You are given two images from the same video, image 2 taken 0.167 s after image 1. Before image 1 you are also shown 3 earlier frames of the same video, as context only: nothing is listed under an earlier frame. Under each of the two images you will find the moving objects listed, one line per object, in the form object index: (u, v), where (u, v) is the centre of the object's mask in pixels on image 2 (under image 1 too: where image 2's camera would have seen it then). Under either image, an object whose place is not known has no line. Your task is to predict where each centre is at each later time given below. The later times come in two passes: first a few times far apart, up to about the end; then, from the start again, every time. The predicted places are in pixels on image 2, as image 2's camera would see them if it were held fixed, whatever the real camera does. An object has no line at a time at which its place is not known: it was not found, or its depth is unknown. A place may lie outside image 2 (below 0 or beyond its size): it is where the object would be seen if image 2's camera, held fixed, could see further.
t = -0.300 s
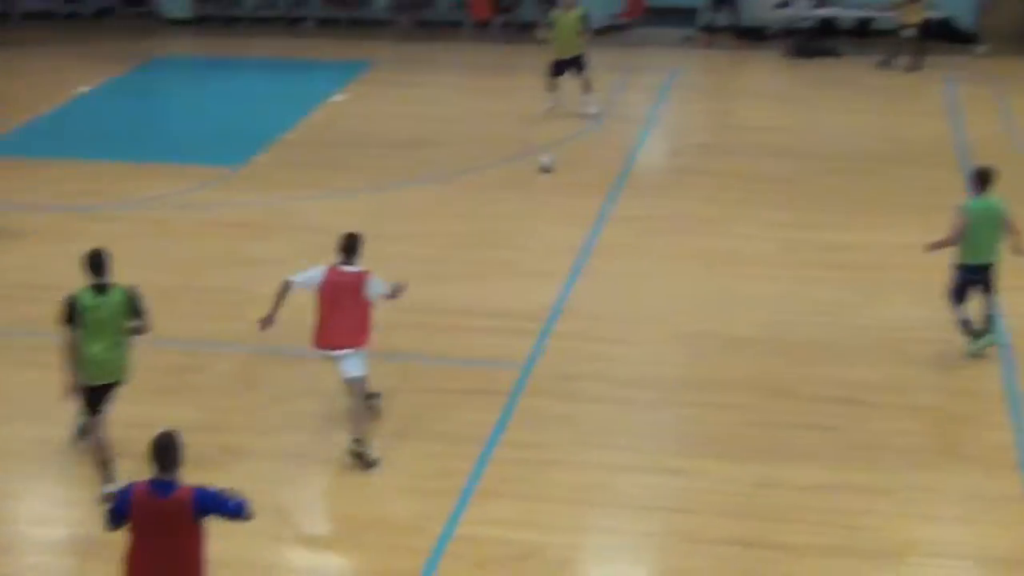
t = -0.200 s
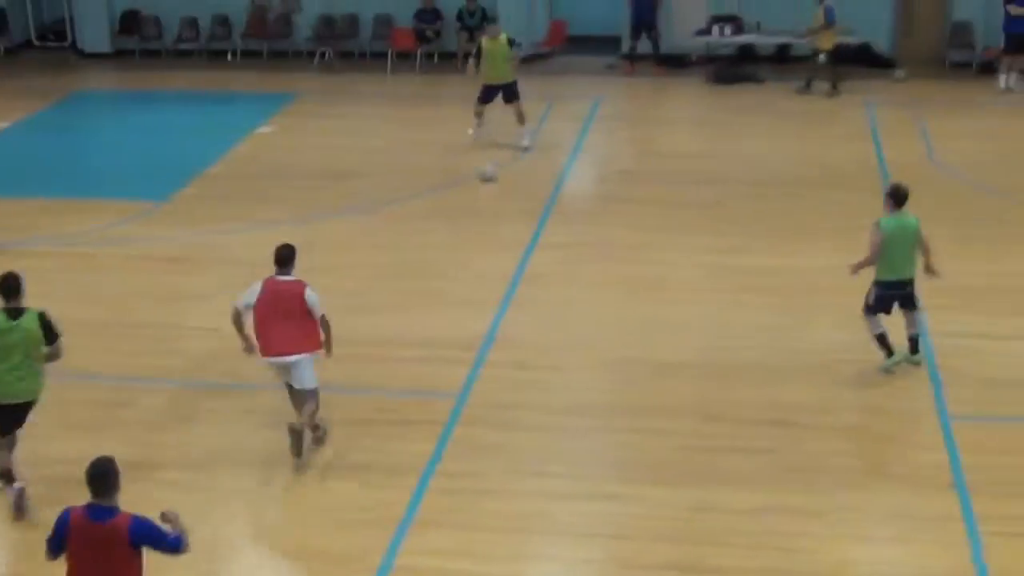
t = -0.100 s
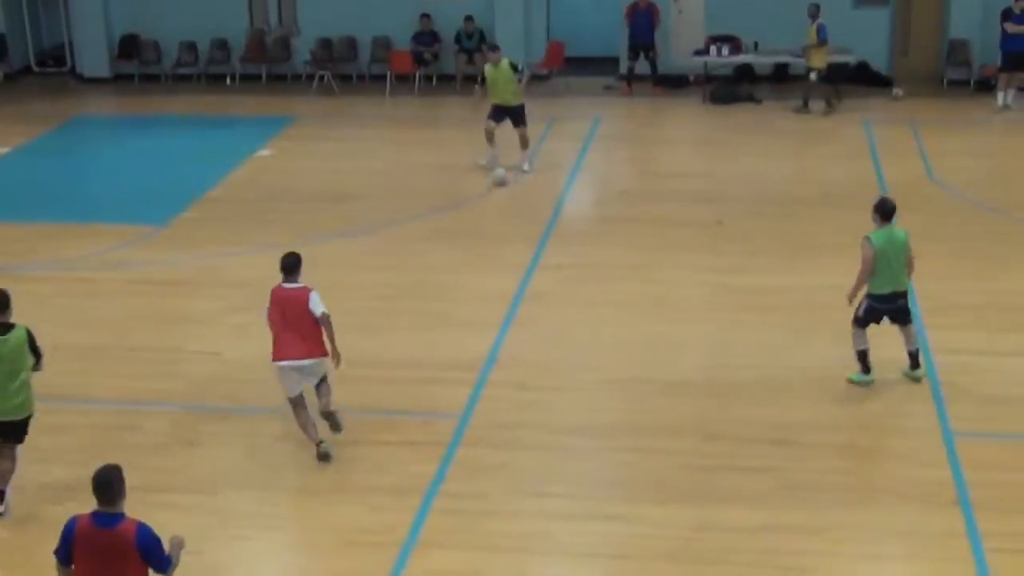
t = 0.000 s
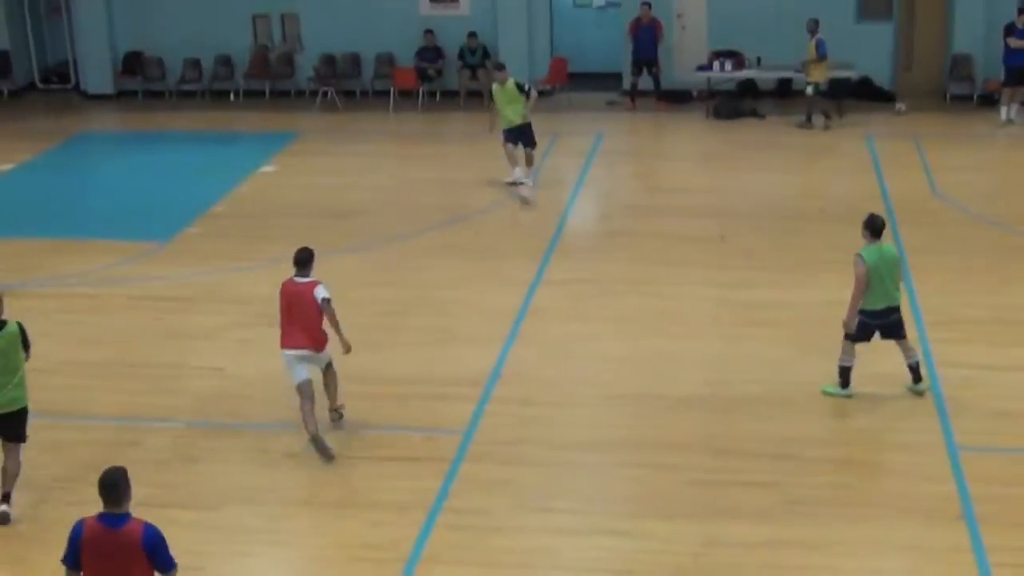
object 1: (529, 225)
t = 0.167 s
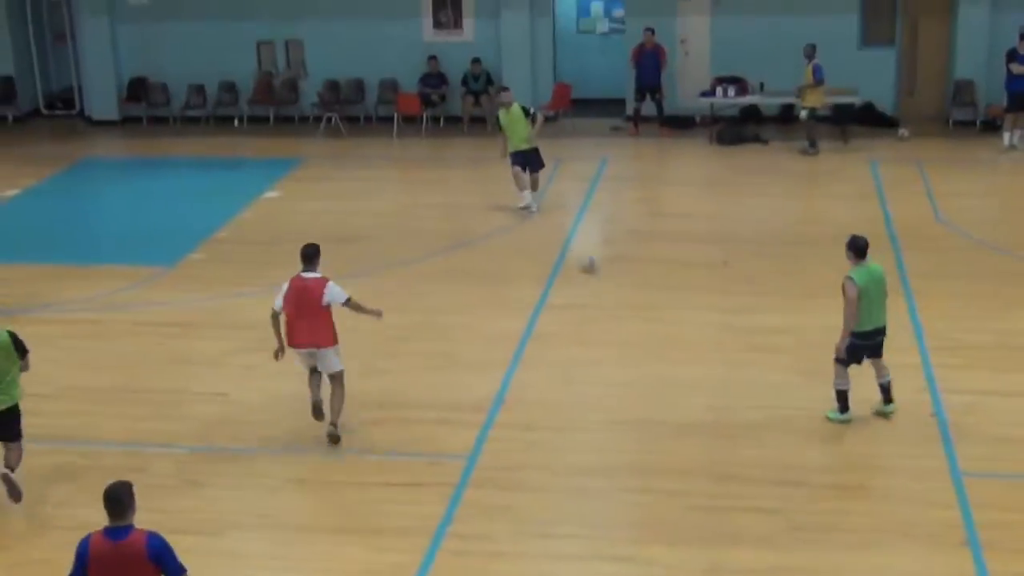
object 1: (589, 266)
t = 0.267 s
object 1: (624, 287)
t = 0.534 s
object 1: (732, 357)
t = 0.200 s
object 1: (601, 274)
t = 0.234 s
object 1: (613, 280)
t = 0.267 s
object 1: (624, 287)
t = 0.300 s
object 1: (637, 297)
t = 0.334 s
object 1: (649, 304)
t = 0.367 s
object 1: (666, 314)
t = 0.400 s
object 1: (679, 325)
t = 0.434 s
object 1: (691, 331)
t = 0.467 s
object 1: (705, 341)
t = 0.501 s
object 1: (719, 349)
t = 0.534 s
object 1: (732, 357)
